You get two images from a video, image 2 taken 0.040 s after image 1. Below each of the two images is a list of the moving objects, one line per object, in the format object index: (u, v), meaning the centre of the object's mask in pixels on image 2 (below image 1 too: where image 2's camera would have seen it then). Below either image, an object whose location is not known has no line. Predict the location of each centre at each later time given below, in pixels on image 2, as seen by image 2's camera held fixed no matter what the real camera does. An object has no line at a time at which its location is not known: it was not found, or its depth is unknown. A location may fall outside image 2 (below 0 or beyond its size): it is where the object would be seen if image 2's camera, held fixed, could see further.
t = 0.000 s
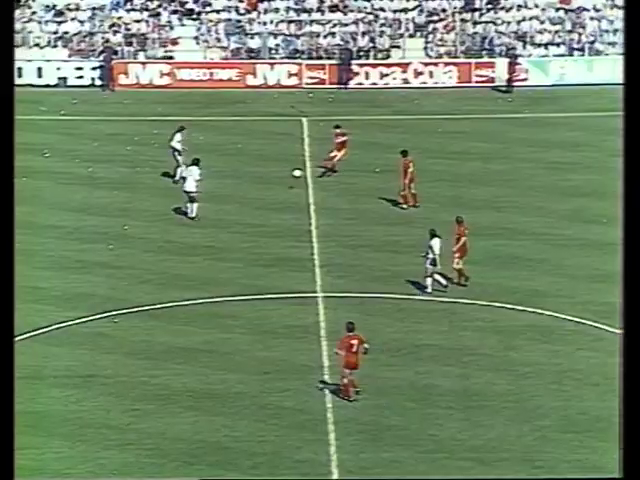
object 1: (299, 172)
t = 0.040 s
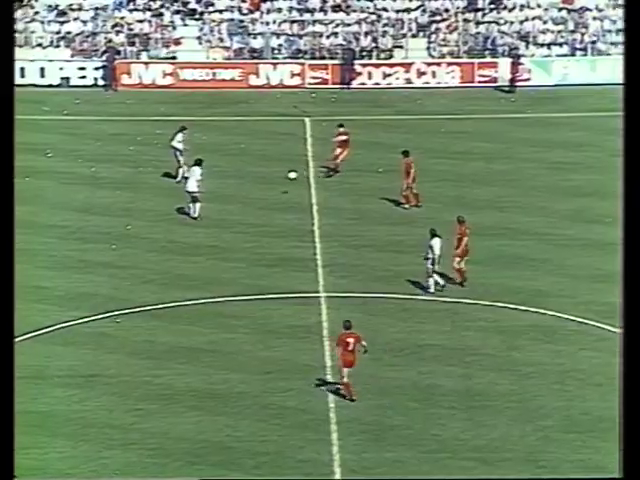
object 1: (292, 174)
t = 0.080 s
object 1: (285, 176)
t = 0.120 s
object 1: (278, 180)
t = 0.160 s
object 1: (272, 184)
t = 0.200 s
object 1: (266, 189)
